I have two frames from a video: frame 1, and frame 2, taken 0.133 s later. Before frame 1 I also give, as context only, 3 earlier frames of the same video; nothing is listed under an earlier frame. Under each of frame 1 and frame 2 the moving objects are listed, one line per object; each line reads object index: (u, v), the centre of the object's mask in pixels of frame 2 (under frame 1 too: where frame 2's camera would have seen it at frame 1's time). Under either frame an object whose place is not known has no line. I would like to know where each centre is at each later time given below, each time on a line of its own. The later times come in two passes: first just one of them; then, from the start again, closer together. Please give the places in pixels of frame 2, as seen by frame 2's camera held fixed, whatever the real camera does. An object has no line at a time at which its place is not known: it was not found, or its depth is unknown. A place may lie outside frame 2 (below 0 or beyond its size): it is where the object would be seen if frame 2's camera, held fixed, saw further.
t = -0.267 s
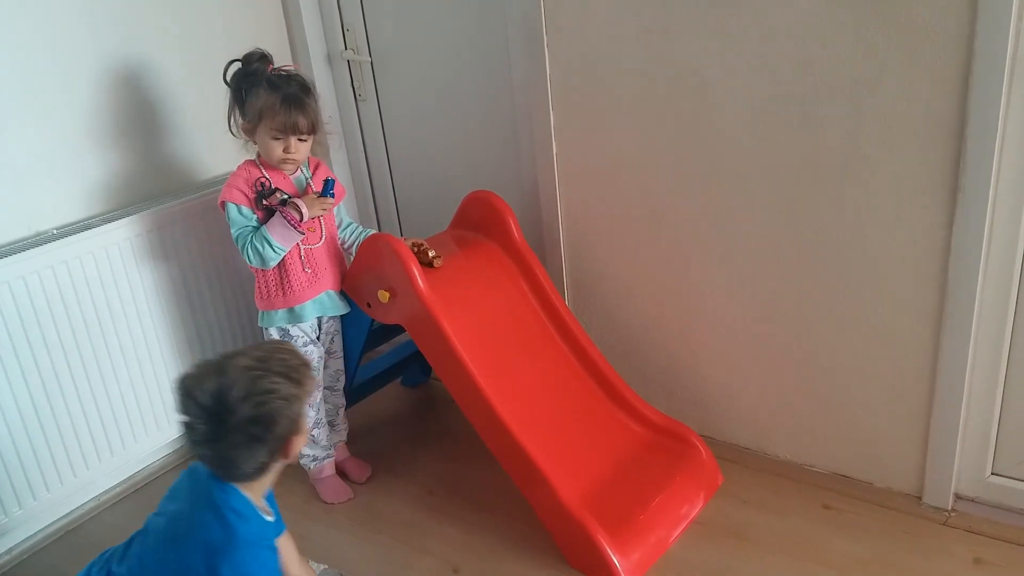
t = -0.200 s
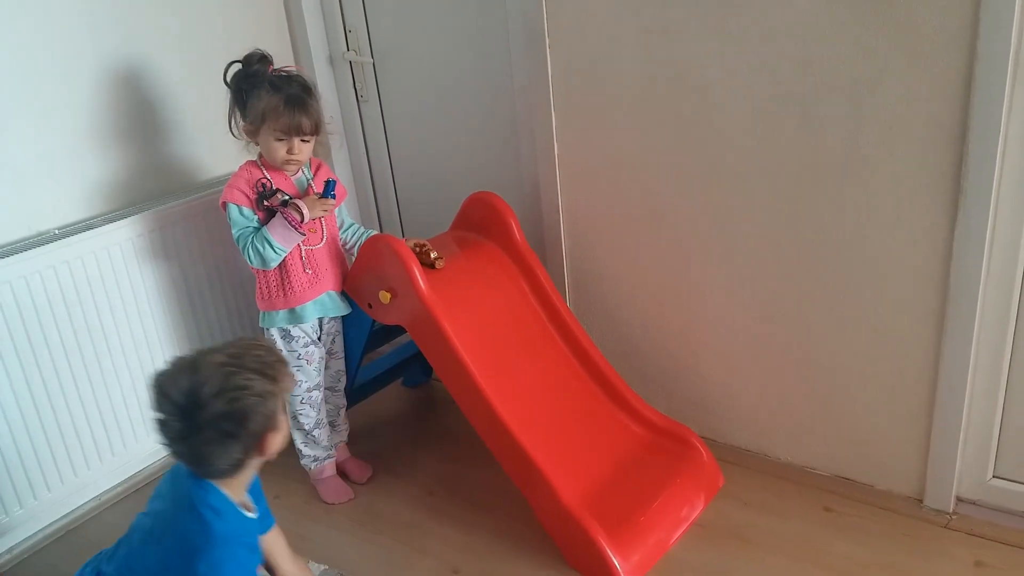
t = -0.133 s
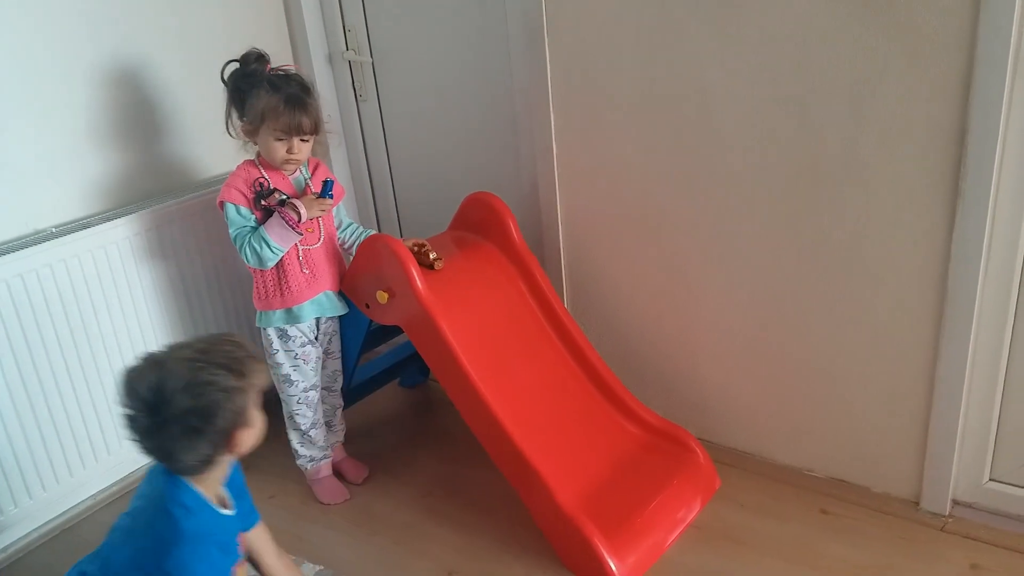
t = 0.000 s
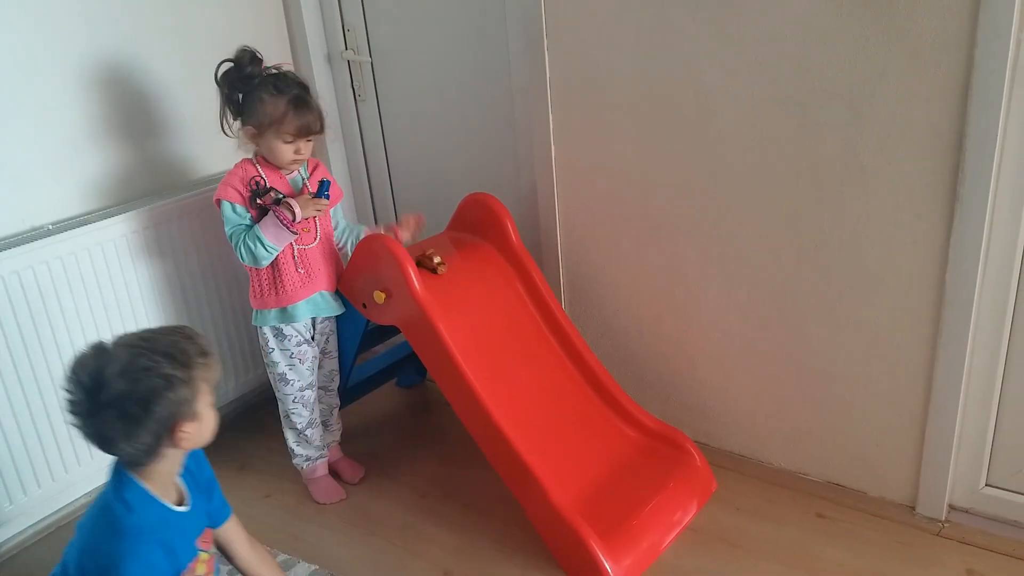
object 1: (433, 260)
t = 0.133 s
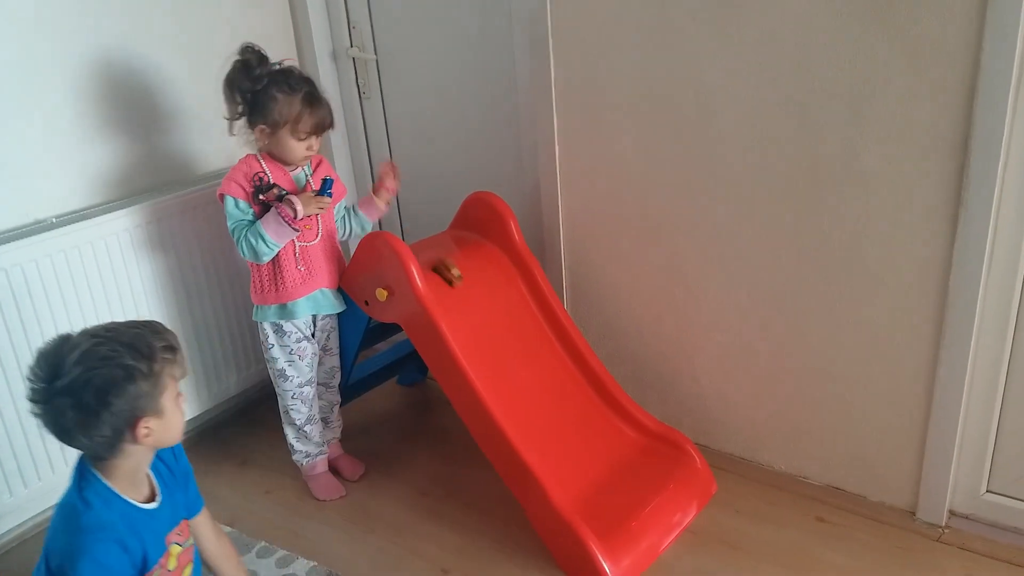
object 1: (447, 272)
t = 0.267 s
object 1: (476, 314)
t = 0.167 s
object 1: (454, 278)
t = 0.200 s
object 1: (460, 287)
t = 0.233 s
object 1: (468, 298)
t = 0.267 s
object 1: (476, 314)
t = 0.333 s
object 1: (499, 355)
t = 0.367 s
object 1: (515, 378)
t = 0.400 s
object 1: (535, 404)
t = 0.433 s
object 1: (557, 431)
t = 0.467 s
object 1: (584, 460)
